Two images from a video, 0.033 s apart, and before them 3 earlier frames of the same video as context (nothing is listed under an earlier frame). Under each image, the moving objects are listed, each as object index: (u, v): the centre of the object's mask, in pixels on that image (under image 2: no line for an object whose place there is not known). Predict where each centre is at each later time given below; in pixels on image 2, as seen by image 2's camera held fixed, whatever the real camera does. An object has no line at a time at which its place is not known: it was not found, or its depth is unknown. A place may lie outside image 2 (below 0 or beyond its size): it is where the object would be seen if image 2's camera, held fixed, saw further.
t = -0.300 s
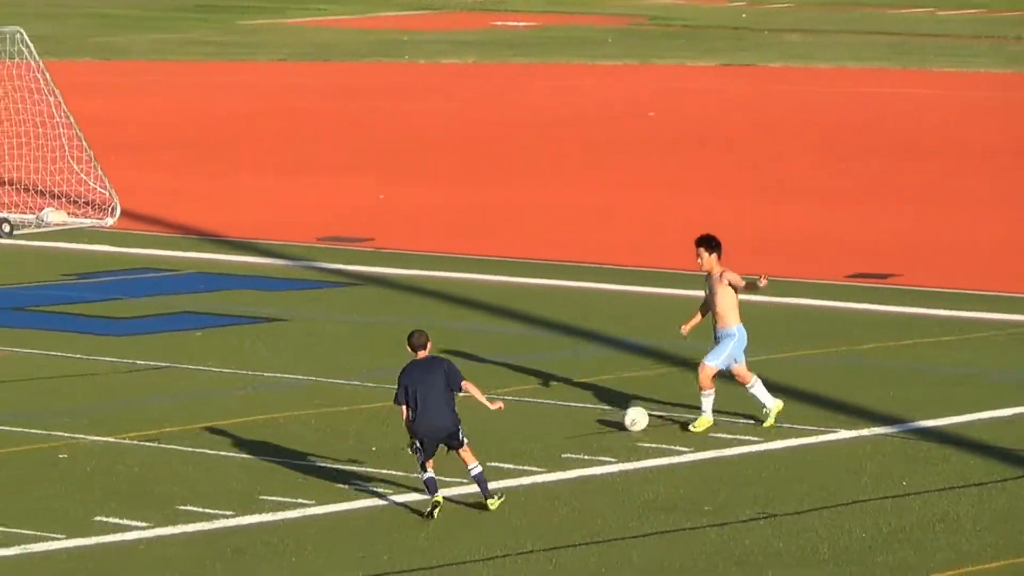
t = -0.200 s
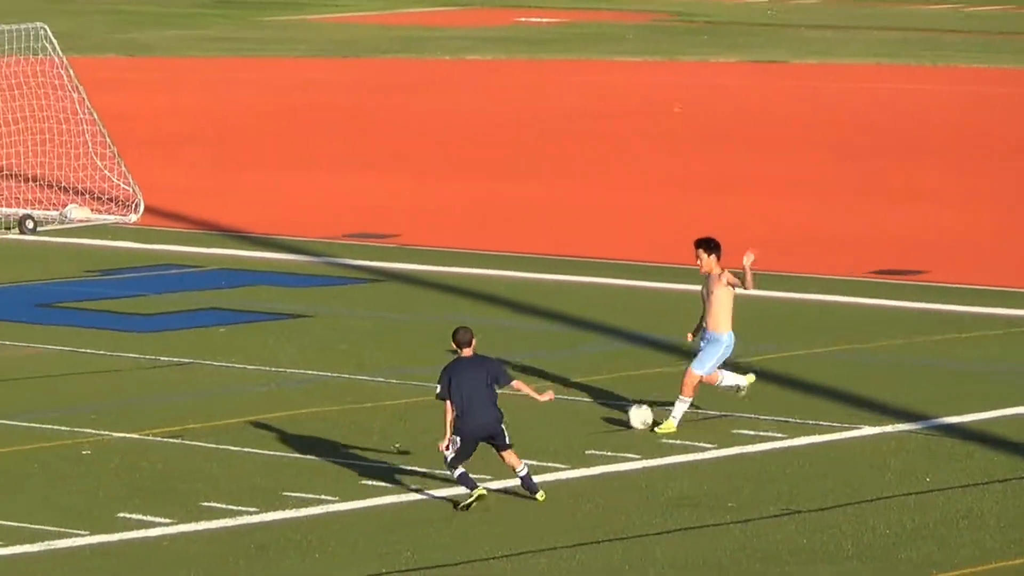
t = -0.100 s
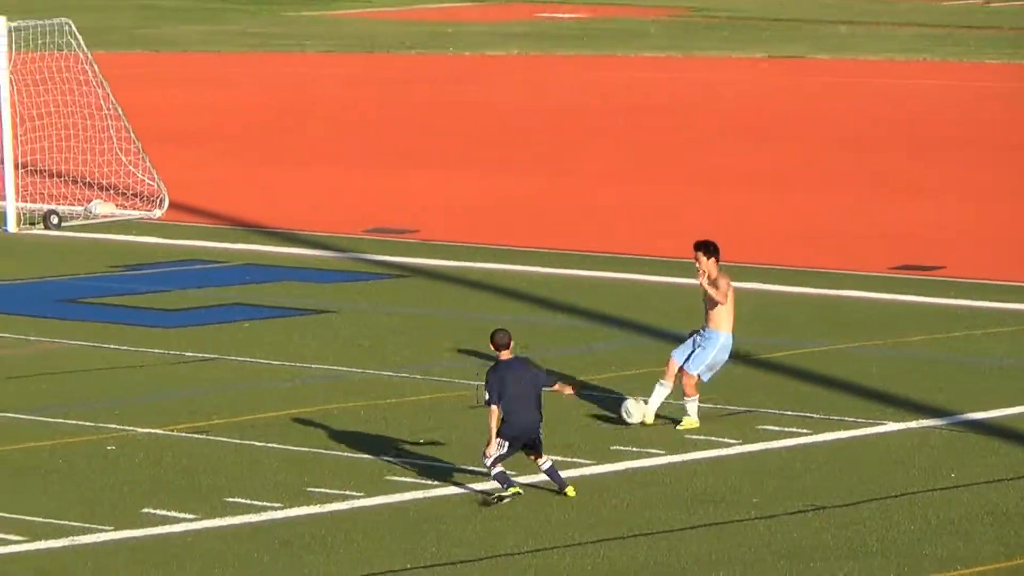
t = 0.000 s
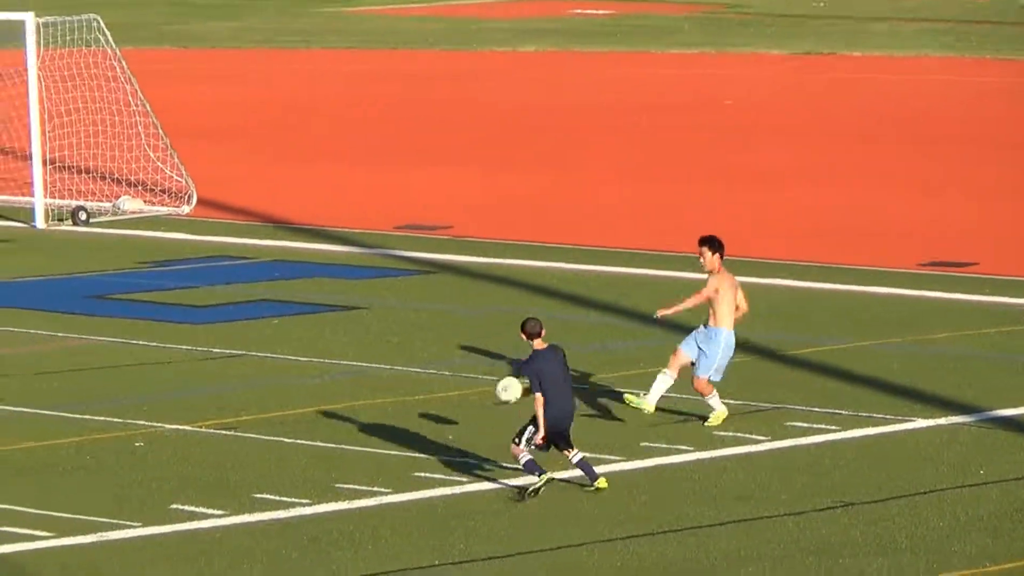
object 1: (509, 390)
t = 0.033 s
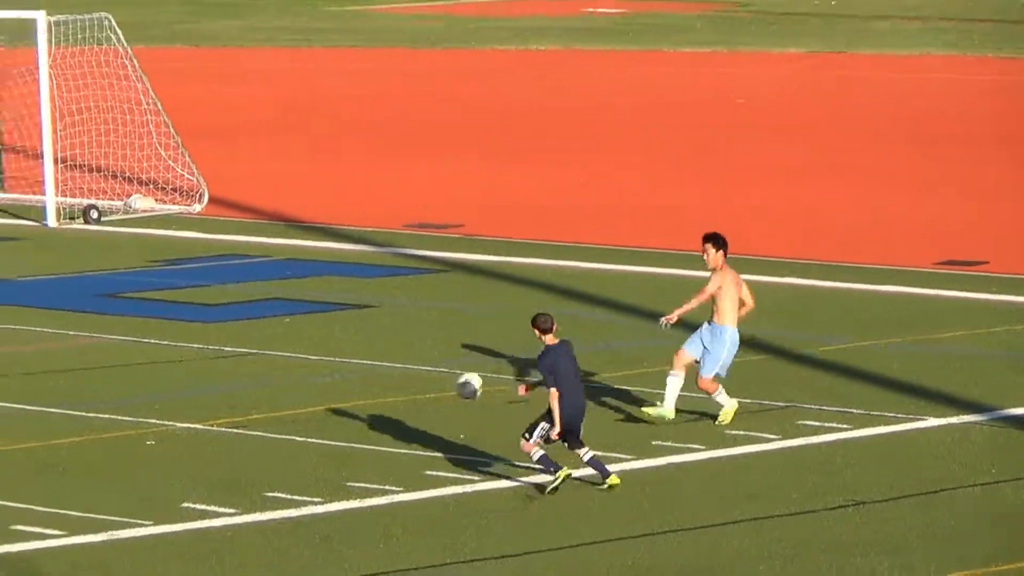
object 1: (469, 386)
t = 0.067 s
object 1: (420, 384)
